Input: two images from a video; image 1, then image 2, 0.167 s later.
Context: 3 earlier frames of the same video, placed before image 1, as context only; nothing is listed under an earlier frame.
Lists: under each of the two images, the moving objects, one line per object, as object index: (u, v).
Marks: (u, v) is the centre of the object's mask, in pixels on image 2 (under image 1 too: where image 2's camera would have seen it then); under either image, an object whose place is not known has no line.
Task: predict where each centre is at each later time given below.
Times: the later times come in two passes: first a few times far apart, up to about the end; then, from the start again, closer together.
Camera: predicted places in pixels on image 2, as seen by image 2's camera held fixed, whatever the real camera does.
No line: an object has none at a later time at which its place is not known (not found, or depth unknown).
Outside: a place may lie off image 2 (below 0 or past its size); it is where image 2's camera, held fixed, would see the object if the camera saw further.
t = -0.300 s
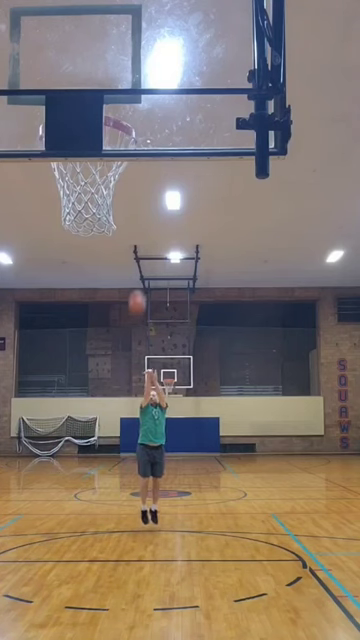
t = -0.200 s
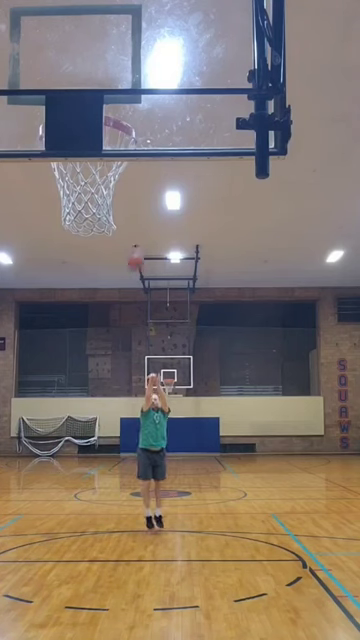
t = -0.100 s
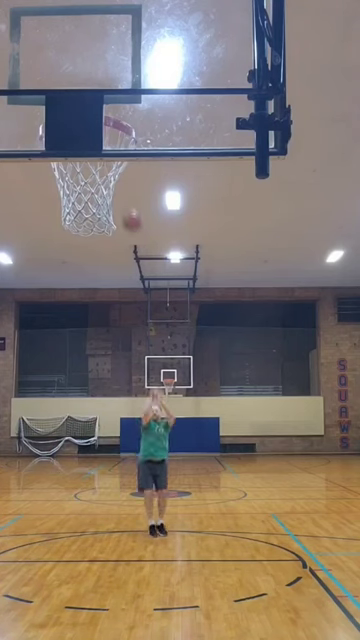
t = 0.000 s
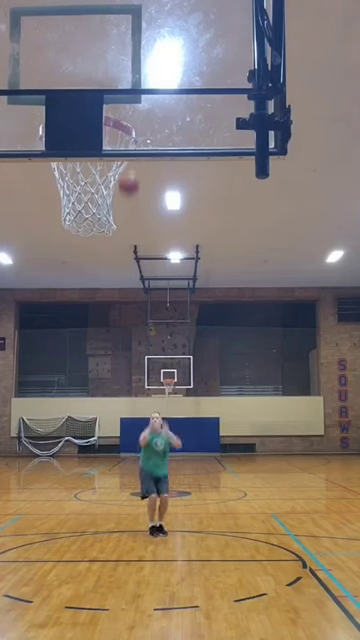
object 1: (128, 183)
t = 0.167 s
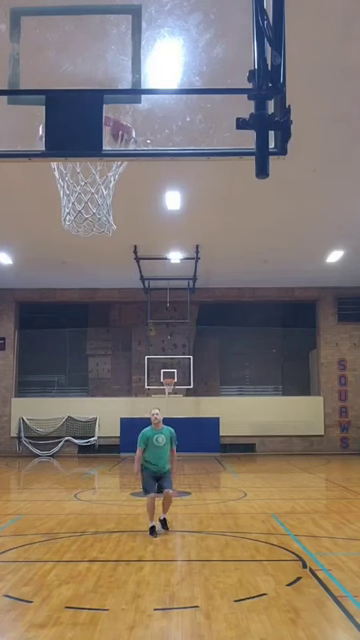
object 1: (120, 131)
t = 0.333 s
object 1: (111, 84)
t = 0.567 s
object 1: (94, 75)
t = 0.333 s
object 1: (111, 84)
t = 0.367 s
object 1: (108, 82)
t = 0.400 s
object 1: (108, 78)
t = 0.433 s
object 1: (106, 77)
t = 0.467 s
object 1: (103, 76)
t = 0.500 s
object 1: (101, 75)
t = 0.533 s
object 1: (98, 75)
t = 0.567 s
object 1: (94, 75)
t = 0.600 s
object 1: (90, 76)
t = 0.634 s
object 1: (86, 78)
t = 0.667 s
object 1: (81, 81)
